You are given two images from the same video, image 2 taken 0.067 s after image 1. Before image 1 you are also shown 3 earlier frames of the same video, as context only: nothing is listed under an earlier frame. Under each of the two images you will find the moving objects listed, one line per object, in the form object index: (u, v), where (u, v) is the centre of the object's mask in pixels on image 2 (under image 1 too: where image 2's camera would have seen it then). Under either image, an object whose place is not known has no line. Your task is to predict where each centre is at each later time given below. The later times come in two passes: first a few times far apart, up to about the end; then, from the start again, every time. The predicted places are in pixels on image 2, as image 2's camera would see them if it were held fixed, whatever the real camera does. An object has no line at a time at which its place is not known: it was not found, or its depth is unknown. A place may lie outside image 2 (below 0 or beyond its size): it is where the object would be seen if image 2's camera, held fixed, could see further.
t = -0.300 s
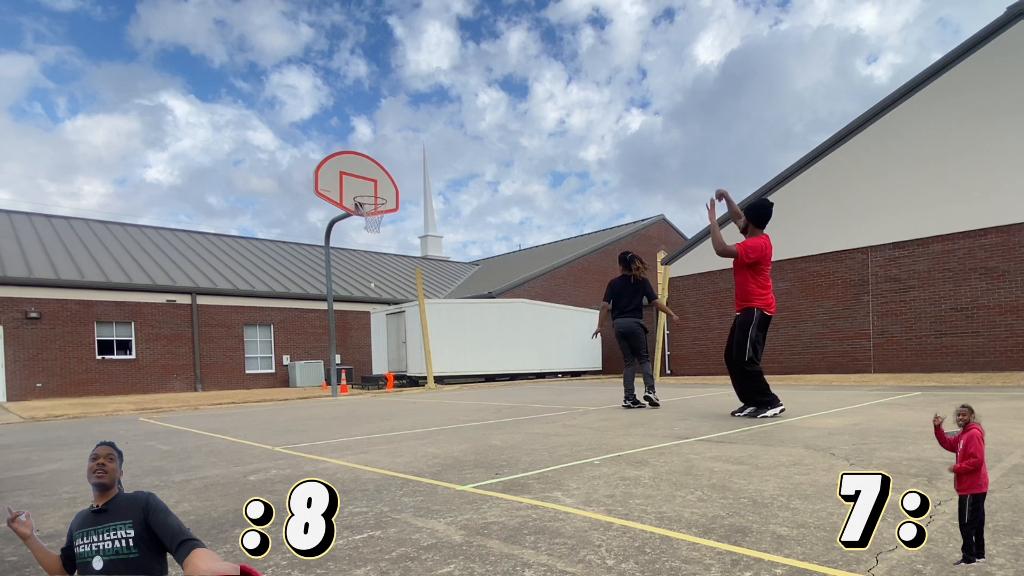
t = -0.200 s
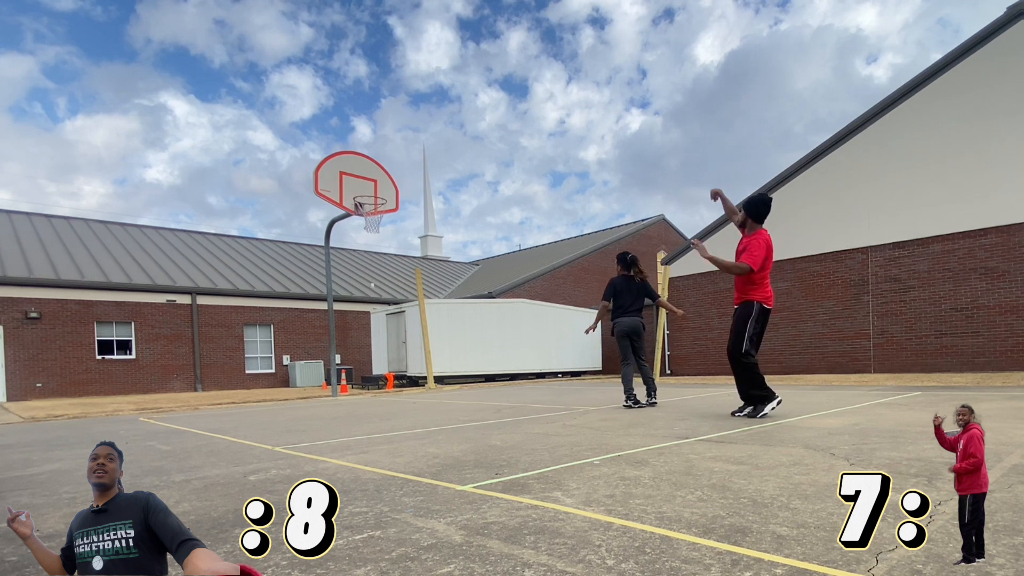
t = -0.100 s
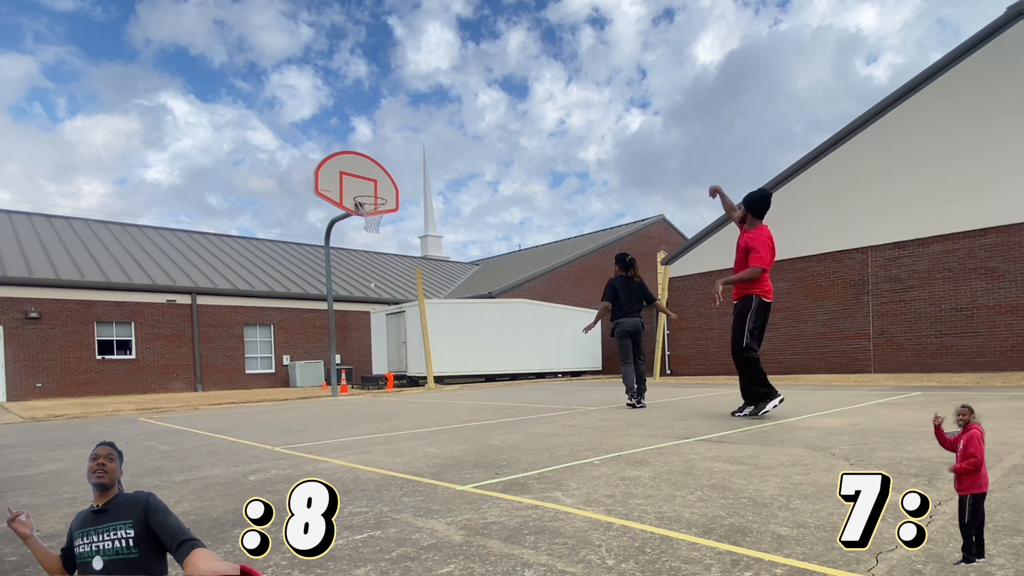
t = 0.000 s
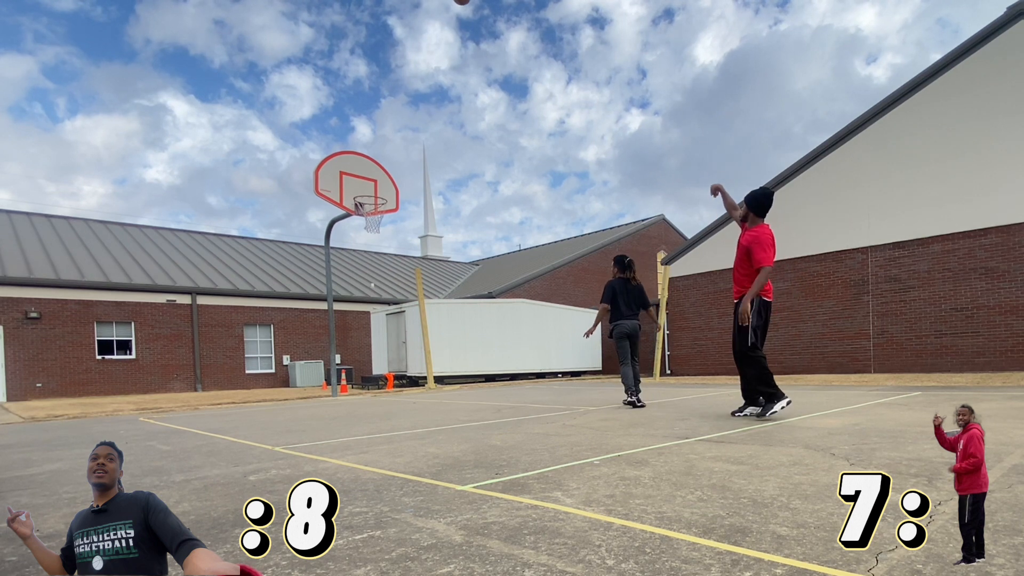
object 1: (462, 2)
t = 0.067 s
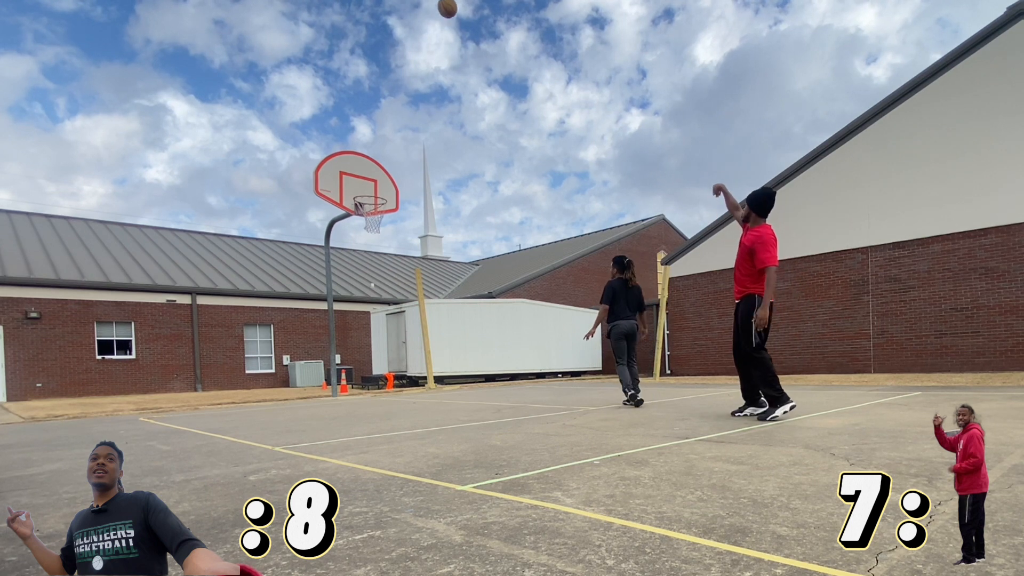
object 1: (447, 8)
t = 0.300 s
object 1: (406, 73)
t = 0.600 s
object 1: (365, 192)
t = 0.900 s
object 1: (441, 176)
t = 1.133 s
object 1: (516, 200)
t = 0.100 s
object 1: (441, 15)
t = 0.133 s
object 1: (434, 23)
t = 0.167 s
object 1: (428, 32)
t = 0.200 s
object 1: (422, 41)
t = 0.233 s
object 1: (416, 51)
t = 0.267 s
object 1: (411, 62)
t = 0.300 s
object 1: (406, 73)
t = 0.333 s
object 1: (400, 85)
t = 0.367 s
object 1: (395, 97)
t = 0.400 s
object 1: (391, 109)
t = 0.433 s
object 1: (386, 122)
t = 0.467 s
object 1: (382, 135)
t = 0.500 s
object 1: (377, 149)
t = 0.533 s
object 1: (373, 163)
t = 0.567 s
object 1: (369, 177)
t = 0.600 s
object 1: (365, 192)
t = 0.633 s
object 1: (368, 197)
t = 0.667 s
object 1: (376, 191)
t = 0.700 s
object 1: (385, 188)
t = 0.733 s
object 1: (394, 184)
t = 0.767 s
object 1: (403, 181)
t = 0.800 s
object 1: (412, 179)
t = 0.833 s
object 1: (422, 177)
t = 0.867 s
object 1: (431, 176)
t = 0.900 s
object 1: (441, 176)
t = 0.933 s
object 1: (451, 177)
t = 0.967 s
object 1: (462, 178)
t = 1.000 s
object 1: (472, 181)
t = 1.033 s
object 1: (483, 185)
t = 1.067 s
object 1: (494, 189)
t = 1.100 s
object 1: (505, 194)
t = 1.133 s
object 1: (516, 200)
